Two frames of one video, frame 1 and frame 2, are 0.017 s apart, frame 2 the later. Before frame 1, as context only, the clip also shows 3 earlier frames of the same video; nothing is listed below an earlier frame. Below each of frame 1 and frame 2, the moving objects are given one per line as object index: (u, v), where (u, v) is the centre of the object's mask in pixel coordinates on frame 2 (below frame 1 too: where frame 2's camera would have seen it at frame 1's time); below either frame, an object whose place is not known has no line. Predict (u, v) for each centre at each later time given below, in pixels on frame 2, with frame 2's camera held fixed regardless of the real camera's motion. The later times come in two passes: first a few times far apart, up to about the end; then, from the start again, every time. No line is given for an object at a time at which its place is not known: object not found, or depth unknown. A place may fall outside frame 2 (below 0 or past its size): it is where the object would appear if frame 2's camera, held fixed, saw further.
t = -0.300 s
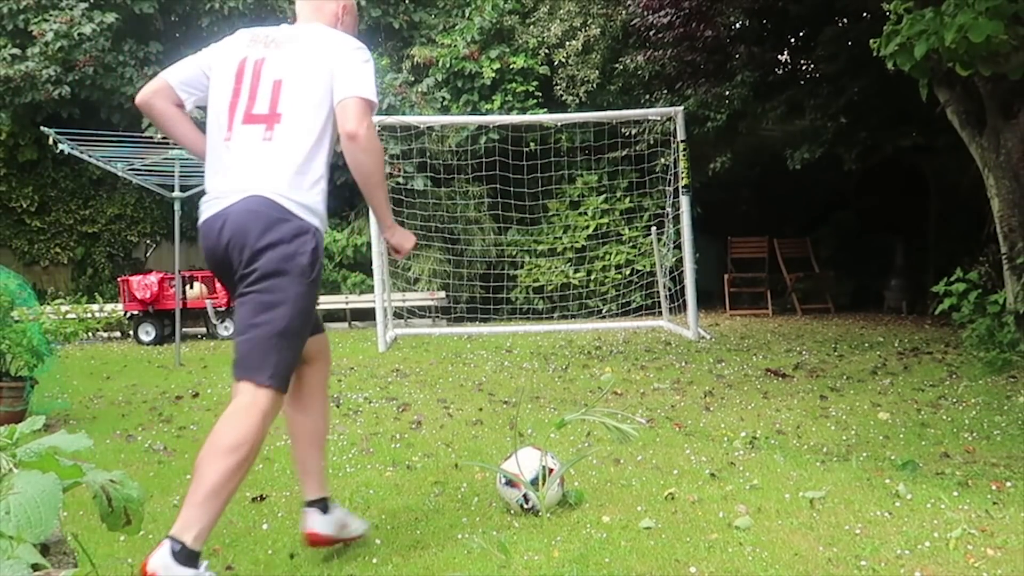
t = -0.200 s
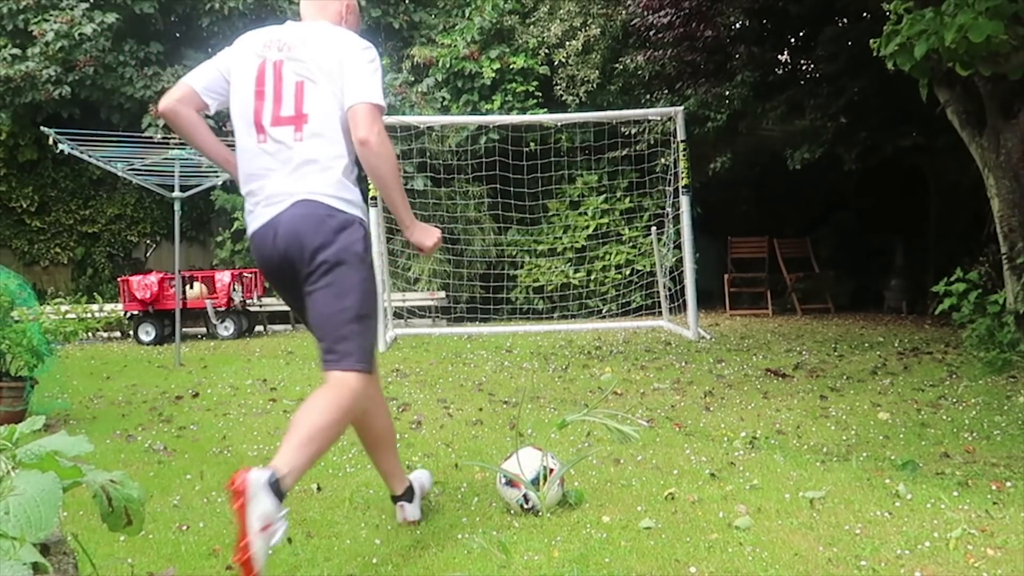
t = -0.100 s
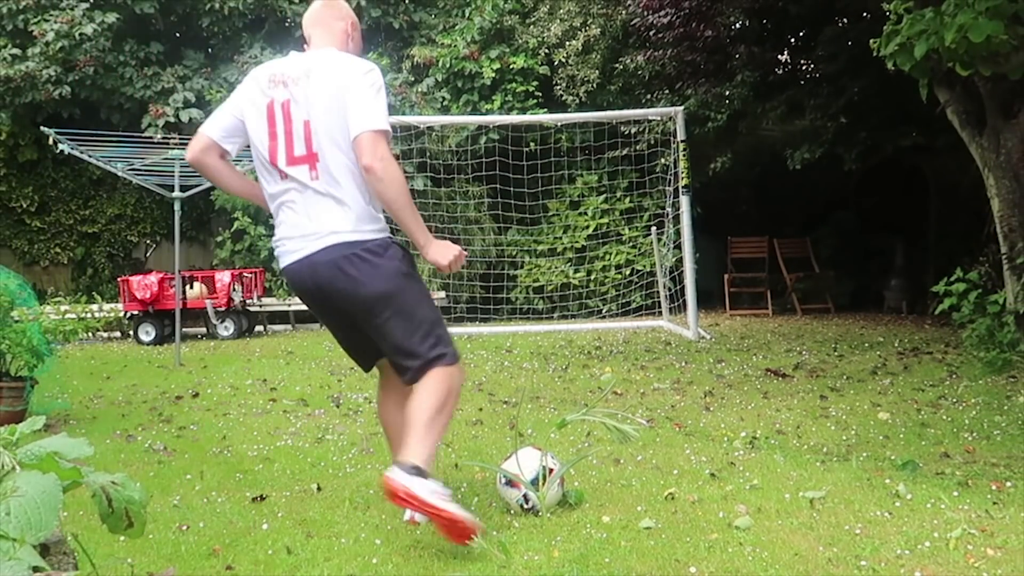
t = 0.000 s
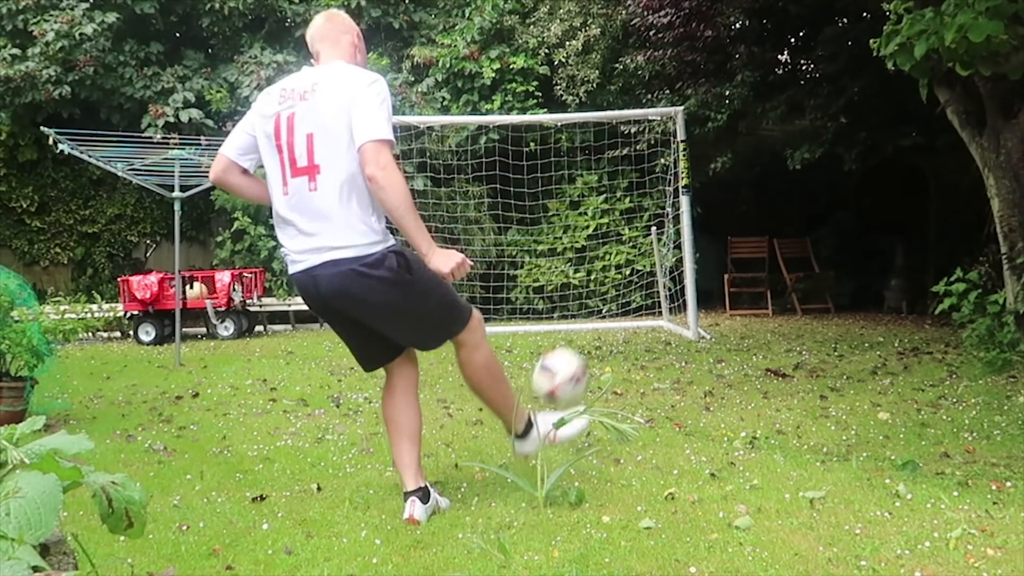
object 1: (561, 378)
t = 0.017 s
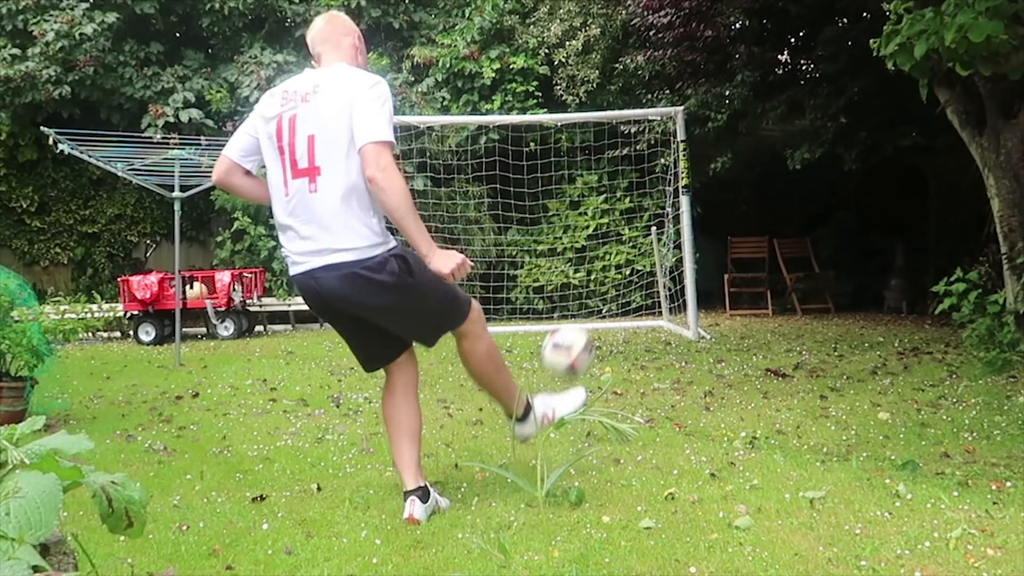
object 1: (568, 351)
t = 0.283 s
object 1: (610, 190)
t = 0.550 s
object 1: (629, 234)
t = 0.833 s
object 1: (627, 268)
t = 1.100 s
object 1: (621, 223)
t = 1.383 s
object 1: (618, 265)
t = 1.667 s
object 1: (613, 299)
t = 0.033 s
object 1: (574, 328)
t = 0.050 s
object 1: (579, 308)
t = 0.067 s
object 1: (584, 293)
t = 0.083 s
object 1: (588, 277)
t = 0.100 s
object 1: (592, 264)
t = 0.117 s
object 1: (595, 253)
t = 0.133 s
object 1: (598, 242)
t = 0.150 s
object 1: (600, 234)
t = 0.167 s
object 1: (603, 225)
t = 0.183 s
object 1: (605, 219)
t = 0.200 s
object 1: (606, 211)
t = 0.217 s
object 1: (607, 206)
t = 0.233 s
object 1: (608, 201)
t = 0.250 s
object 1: (609, 196)
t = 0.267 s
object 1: (609, 193)
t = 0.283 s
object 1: (610, 190)
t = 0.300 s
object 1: (610, 188)
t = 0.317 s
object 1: (610, 187)
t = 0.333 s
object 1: (610, 185)
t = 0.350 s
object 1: (611, 184)
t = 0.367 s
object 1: (611, 182)
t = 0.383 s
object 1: (611, 183)
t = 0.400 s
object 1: (612, 183)
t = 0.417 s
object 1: (614, 184)
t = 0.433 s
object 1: (618, 187)
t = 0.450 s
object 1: (621, 192)
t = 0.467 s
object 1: (624, 197)
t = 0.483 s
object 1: (625, 204)
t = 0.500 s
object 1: (627, 210)
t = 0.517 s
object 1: (628, 217)
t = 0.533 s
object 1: (628, 225)
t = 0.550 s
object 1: (629, 234)
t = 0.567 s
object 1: (629, 242)
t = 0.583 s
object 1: (630, 252)
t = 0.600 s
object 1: (629, 261)
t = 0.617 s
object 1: (629, 271)
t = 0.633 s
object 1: (629, 280)
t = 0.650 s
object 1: (629, 290)
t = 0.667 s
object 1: (629, 300)
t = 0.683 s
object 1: (629, 309)
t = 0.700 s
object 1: (630, 318)
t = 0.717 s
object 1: (629, 314)
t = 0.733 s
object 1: (628, 306)
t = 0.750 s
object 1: (628, 300)
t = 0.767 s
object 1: (628, 293)
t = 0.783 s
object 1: (627, 286)
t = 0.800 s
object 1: (627, 280)
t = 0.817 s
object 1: (627, 274)
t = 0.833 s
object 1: (627, 268)
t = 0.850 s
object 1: (626, 263)
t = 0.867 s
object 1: (626, 258)
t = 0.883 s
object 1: (626, 253)
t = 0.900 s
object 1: (625, 249)
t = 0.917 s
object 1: (626, 245)
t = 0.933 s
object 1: (625, 241)
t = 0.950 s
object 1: (625, 238)
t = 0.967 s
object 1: (624, 235)
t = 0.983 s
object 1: (625, 233)
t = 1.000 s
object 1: (624, 230)
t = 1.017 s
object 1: (623, 228)
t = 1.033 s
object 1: (623, 226)
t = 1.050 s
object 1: (622, 224)
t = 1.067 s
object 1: (622, 223)
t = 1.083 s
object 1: (622, 223)
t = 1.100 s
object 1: (621, 223)
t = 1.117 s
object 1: (621, 222)
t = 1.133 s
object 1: (621, 223)
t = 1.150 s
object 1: (621, 223)
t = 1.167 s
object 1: (621, 224)
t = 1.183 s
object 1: (621, 226)
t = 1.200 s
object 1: (621, 227)
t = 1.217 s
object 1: (620, 229)
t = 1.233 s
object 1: (620, 231)
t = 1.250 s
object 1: (620, 233)
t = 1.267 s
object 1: (620, 235)
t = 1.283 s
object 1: (620, 238)
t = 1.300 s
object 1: (620, 241)
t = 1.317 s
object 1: (619, 245)
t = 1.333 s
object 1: (619, 250)
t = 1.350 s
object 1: (619, 255)
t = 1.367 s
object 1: (619, 259)
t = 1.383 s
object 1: (618, 265)
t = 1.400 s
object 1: (618, 270)
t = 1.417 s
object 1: (618, 276)
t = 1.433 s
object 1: (618, 283)
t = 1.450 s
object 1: (617, 289)
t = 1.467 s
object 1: (617, 296)
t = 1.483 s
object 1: (617, 303)
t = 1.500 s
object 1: (616, 309)
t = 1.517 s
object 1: (616, 317)
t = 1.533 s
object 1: (617, 326)
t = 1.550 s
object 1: (617, 328)
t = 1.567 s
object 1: (615, 324)
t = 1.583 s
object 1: (615, 319)
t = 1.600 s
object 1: (614, 314)
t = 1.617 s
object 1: (614, 309)
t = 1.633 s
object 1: (614, 306)
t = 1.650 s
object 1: (613, 302)
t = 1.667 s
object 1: (613, 299)
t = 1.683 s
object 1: (613, 297)
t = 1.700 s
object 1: (612, 295)
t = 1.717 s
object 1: (612, 290)
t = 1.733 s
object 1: (612, 288)
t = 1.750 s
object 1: (611, 285)
